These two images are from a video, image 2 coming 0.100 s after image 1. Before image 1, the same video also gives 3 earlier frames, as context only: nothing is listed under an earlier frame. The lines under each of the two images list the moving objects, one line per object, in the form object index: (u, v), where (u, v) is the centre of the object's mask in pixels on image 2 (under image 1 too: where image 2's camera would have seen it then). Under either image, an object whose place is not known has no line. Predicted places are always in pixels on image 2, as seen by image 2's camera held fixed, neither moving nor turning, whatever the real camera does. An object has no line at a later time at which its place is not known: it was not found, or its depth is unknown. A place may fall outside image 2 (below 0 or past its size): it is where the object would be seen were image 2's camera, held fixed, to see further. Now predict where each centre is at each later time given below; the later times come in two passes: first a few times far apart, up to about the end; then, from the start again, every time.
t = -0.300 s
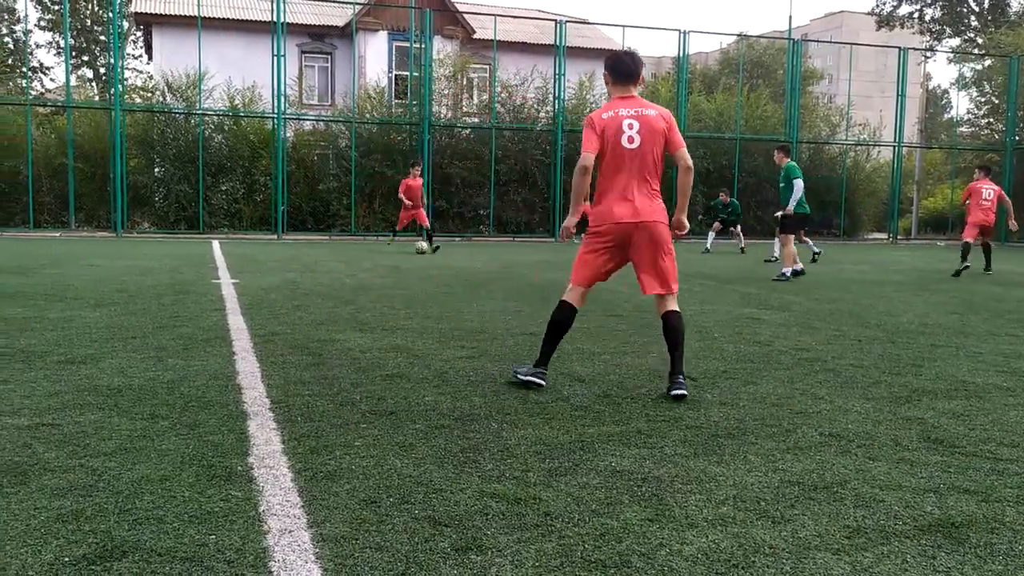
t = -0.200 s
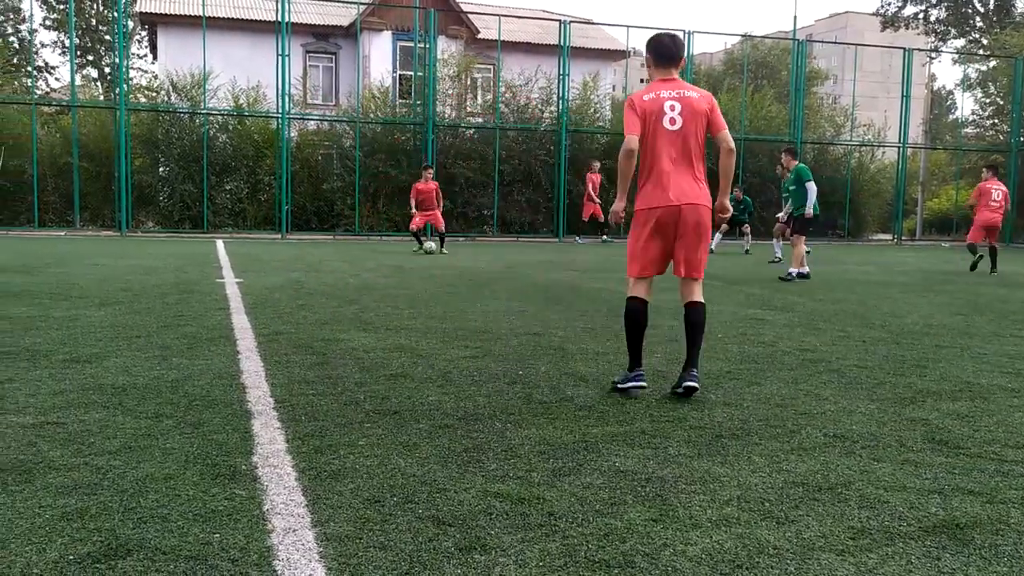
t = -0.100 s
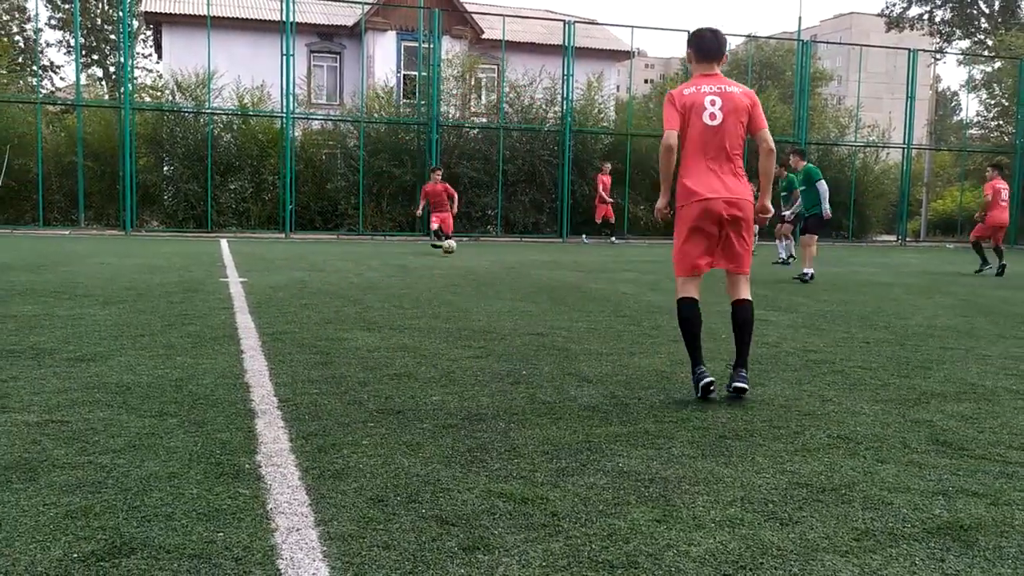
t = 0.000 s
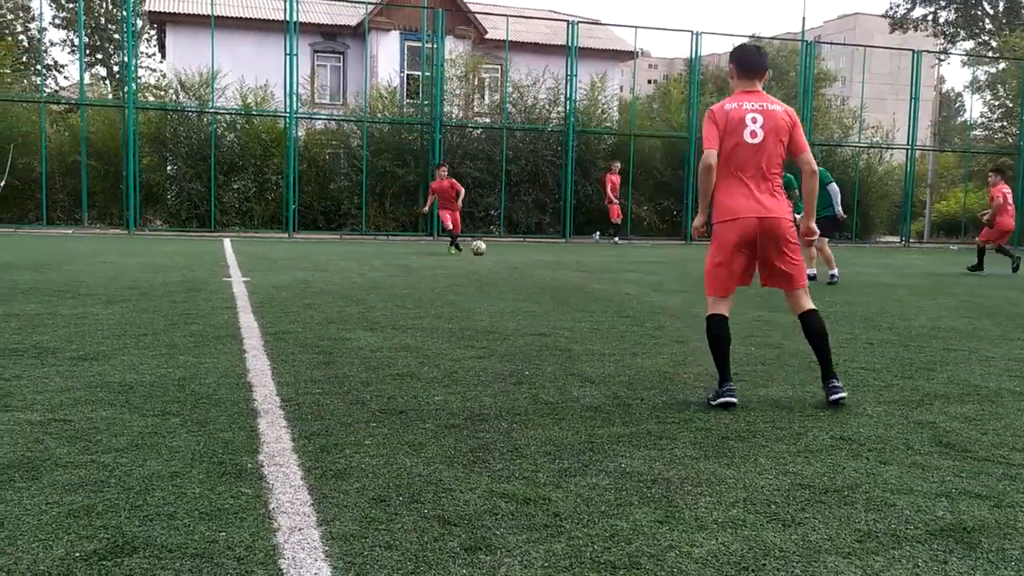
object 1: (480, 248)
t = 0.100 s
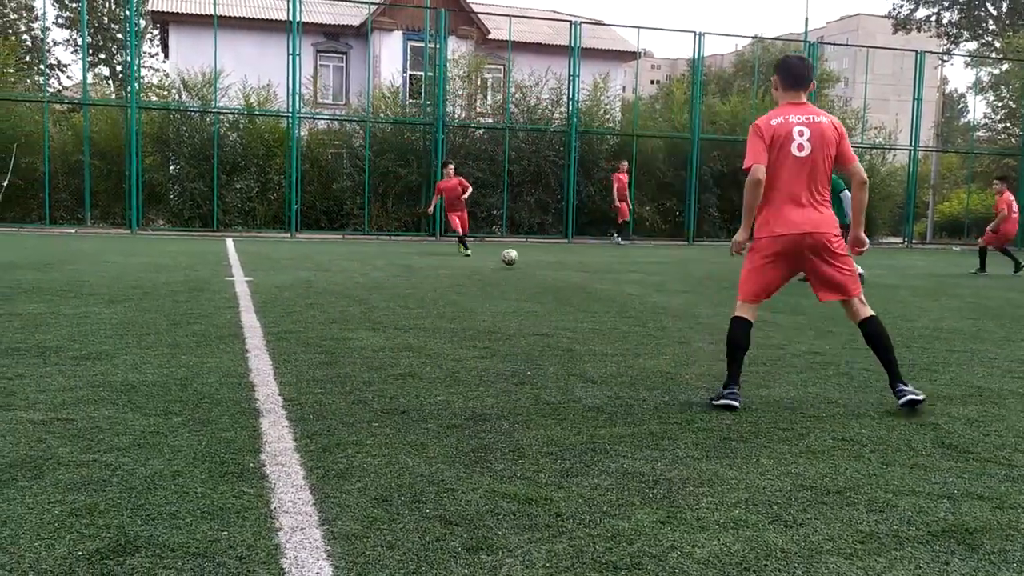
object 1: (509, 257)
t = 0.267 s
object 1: (564, 269)
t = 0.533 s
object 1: (680, 296)
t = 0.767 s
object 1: (818, 332)
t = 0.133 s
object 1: (520, 262)
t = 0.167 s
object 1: (530, 266)
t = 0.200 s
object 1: (541, 266)
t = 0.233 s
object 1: (552, 267)
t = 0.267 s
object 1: (564, 269)
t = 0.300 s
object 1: (576, 271)
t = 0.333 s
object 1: (589, 275)
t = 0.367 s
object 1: (603, 281)
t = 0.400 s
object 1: (618, 286)
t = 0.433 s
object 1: (632, 286)
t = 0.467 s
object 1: (647, 288)
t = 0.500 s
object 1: (663, 291)
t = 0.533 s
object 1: (680, 296)
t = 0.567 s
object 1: (698, 303)
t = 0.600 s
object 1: (716, 308)
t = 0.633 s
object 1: (734, 309)
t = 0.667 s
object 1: (754, 312)
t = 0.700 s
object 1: (774, 316)
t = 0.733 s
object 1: (795, 323)
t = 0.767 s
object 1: (818, 332)
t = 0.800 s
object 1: (841, 334)
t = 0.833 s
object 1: (864, 335)
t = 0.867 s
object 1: (889, 338)
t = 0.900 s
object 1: (916, 345)
